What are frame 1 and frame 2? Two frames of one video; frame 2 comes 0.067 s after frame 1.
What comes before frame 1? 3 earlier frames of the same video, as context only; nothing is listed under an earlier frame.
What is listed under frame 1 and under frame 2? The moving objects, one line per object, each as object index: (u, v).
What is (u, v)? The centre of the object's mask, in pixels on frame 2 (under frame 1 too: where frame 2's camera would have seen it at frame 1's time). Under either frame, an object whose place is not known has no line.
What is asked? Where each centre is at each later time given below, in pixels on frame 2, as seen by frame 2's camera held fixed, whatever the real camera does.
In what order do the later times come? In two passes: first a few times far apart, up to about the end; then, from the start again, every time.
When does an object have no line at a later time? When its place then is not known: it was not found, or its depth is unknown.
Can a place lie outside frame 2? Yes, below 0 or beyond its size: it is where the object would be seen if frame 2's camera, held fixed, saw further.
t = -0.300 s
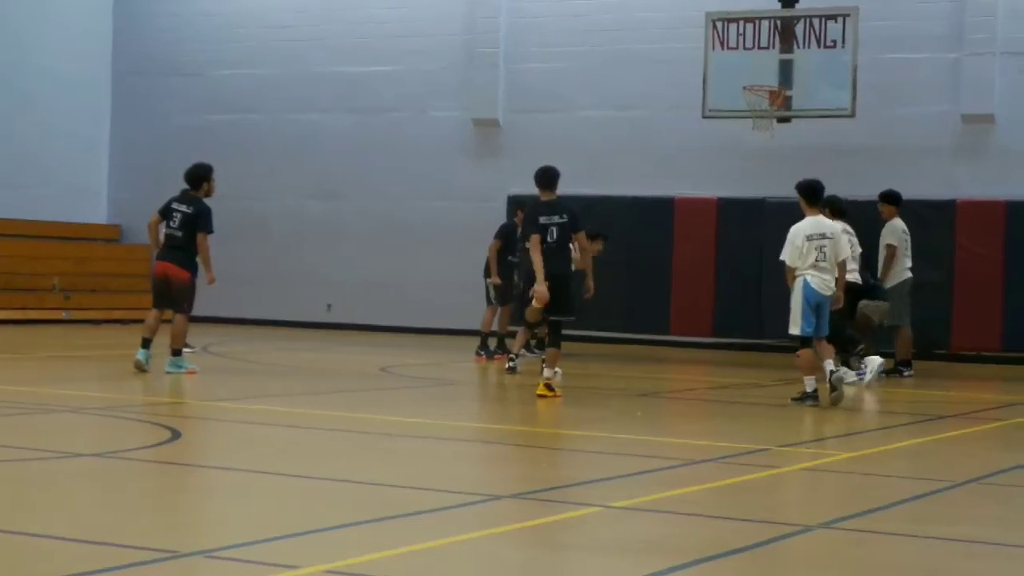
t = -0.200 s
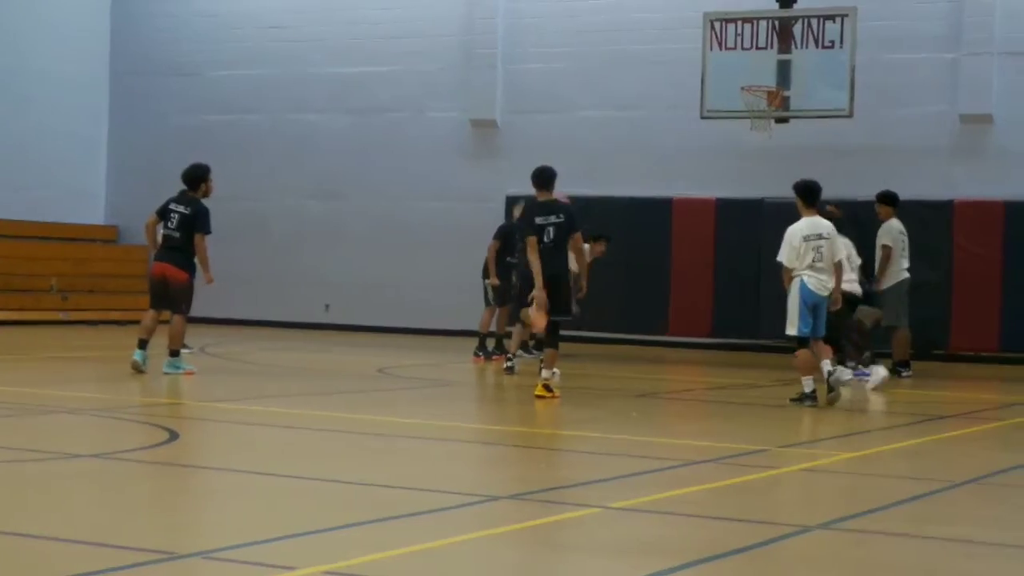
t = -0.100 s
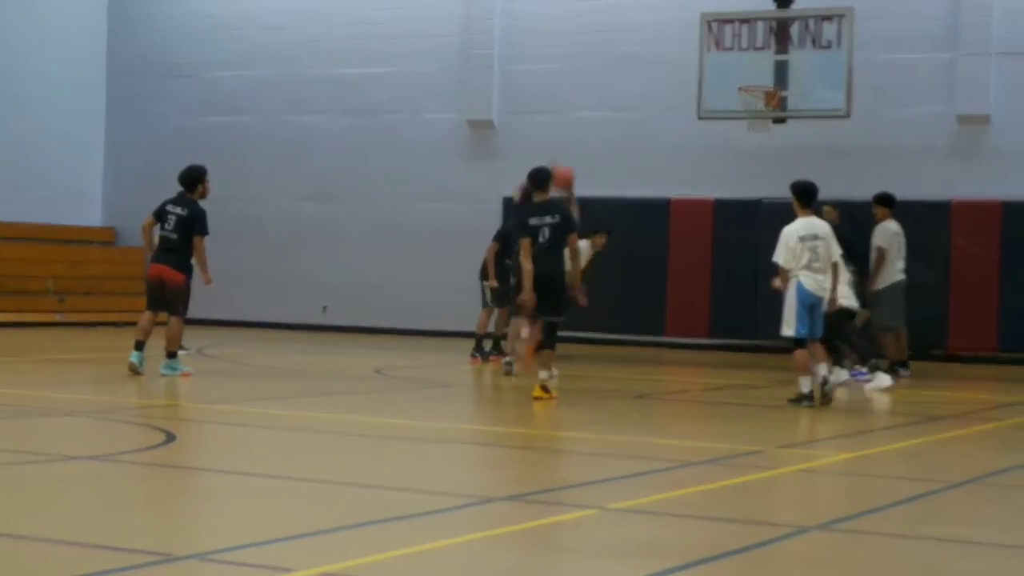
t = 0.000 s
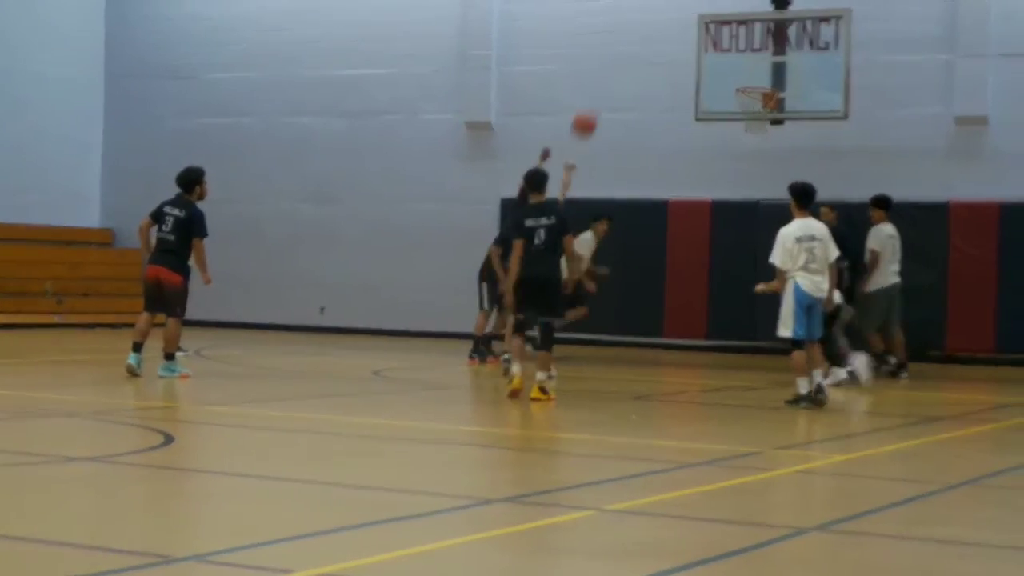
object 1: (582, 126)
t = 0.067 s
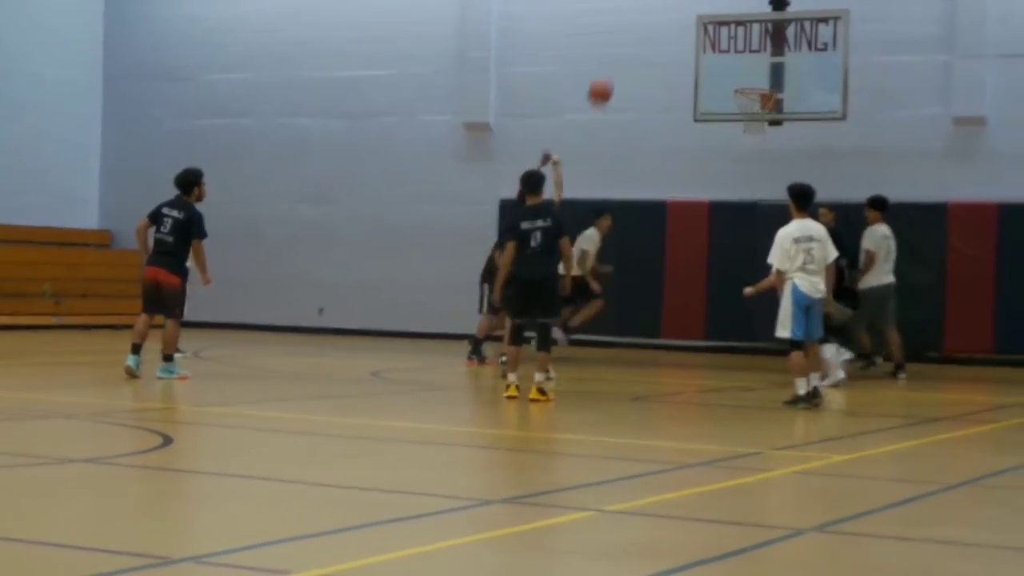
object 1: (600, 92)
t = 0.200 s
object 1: (633, 42)
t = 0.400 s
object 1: (677, 5)
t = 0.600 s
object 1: (717, 7)
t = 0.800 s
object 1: (752, 48)
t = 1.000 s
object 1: (763, 59)
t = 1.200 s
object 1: (745, 15)
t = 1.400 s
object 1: (725, 7)
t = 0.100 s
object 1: (609, 78)
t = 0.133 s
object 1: (617, 64)
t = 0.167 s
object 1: (625, 53)
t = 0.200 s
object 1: (633, 42)
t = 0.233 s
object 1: (641, 34)
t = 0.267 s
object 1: (648, 25)
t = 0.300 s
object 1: (655, 18)
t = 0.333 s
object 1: (663, 13)
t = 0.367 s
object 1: (670, 8)
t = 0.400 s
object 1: (677, 5)
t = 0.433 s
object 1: (684, 4)
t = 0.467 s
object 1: (690, 3)
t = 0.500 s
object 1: (697, 3)
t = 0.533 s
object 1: (704, 3)
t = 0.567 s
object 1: (710, 4)
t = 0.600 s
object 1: (717, 7)
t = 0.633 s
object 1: (723, 13)
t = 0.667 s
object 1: (729, 17)
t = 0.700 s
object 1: (734, 23)
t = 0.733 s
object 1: (740, 31)
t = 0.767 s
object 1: (747, 38)
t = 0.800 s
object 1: (752, 48)
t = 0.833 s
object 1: (756, 57)
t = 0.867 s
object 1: (762, 67)
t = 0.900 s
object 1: (769, 79)
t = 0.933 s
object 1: (769, 79)
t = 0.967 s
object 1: (768, 69)
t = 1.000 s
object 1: (763, 59)
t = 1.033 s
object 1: (760, 49)
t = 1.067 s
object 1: (758, 41)
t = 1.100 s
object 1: (754, 32)
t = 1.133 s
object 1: (750, 26)
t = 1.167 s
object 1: (748, 20)
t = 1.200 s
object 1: (745, 15)
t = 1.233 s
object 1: (742, 12)
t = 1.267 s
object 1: (739, 10)
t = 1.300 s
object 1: (735, 7)
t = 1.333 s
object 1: (732, 6)
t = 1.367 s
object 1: (728, 6)
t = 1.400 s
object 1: (725, 7)
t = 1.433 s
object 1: (722, 9)
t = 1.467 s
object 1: (718, 13)
